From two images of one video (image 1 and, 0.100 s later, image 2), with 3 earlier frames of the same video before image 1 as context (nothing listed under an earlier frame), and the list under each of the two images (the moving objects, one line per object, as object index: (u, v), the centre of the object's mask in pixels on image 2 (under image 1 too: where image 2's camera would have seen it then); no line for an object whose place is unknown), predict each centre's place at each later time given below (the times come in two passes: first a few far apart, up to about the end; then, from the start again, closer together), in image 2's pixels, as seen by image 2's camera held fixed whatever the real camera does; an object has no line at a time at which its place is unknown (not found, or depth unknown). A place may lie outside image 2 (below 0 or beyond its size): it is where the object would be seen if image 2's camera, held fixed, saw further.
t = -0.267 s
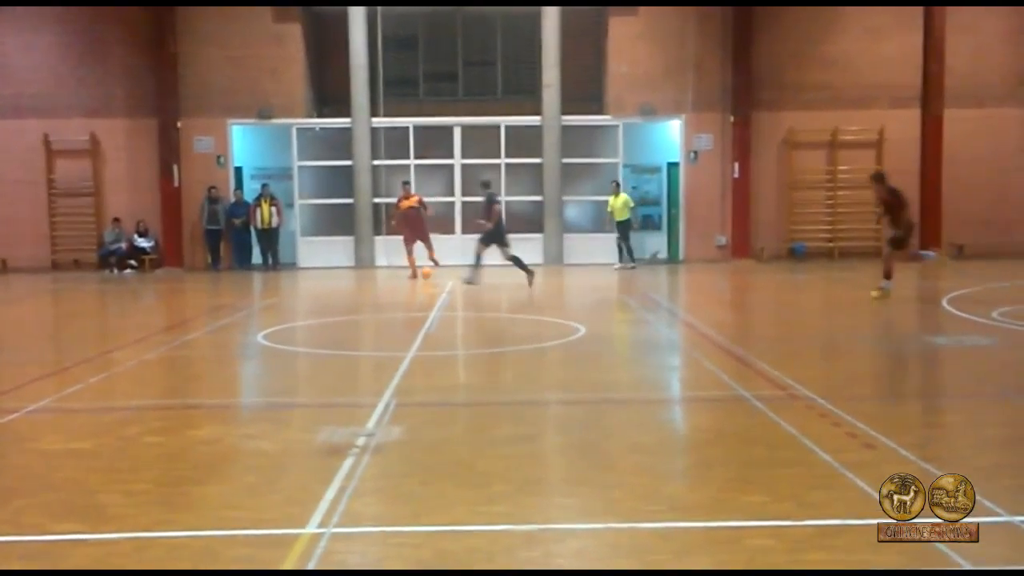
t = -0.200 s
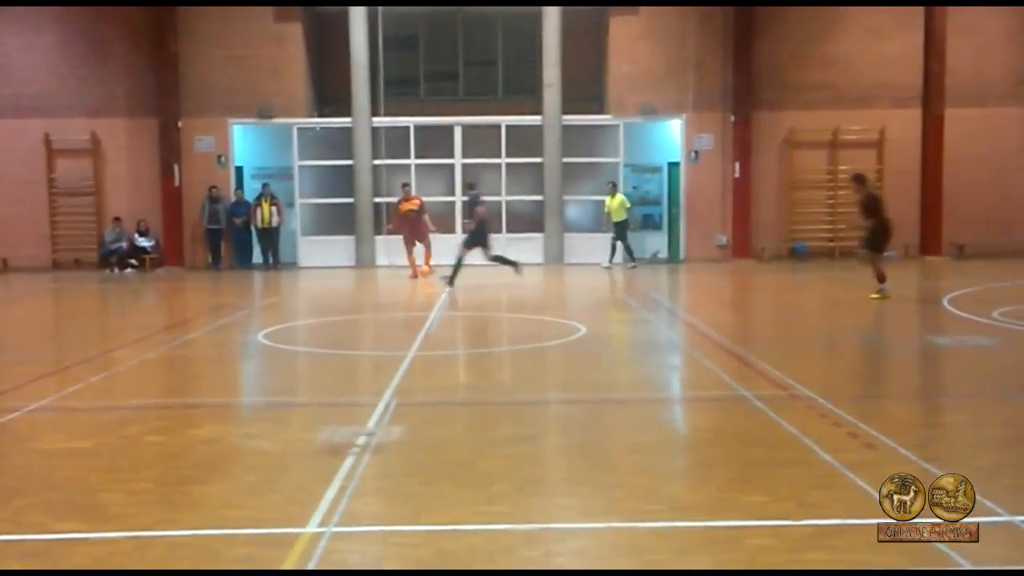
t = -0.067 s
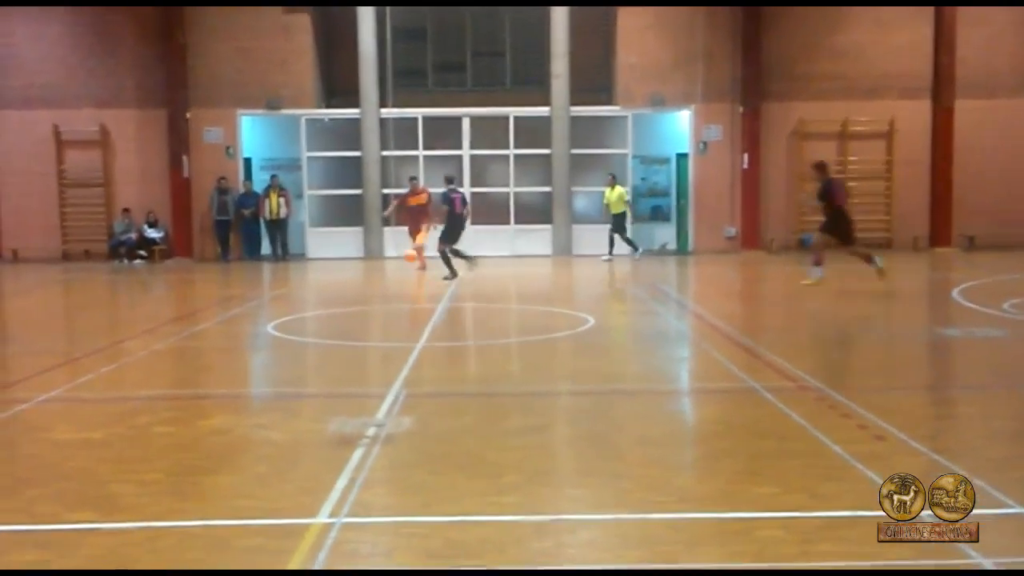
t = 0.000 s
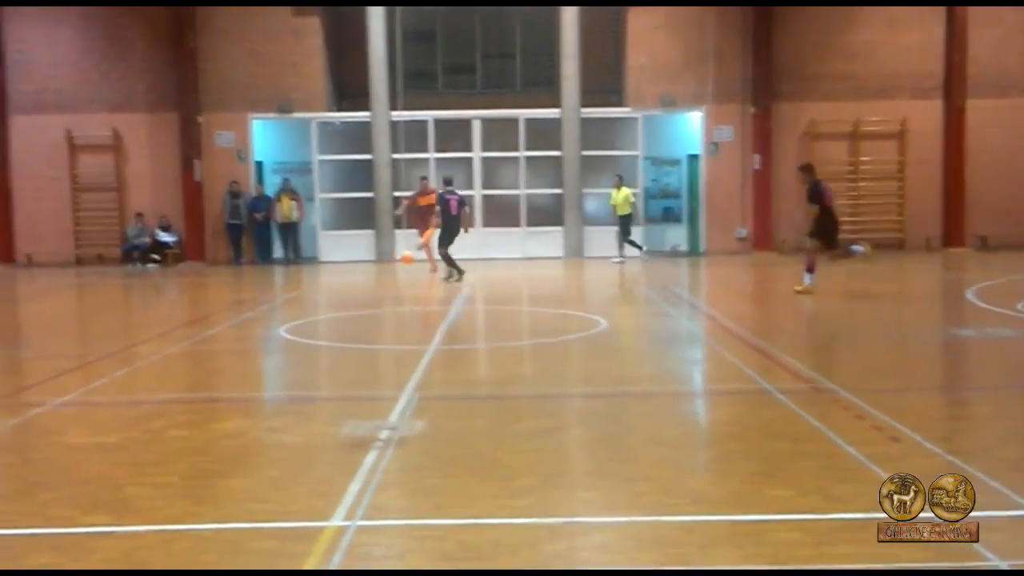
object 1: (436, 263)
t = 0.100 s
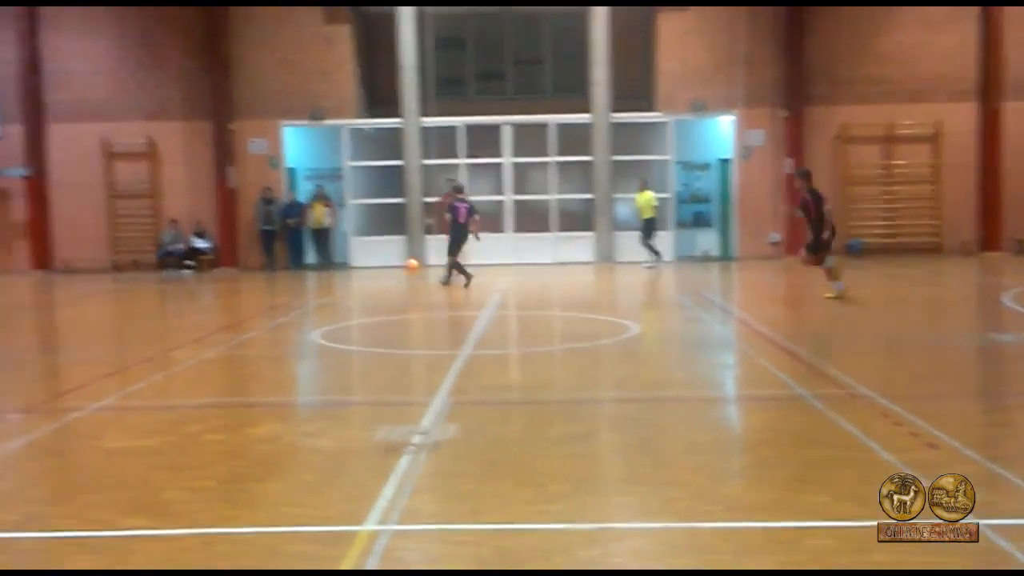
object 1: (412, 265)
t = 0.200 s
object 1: (383, 278)
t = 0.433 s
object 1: (308, 302)
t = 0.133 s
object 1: (403, 270)
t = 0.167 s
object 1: (393, 273)
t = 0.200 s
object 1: (383, 278)
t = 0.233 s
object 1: (373, 284)
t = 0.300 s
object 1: (352, 299)
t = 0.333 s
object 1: (341, 300)
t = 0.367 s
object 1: (330, 299)
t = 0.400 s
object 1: (320, 300)
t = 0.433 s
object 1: (308, 302)
